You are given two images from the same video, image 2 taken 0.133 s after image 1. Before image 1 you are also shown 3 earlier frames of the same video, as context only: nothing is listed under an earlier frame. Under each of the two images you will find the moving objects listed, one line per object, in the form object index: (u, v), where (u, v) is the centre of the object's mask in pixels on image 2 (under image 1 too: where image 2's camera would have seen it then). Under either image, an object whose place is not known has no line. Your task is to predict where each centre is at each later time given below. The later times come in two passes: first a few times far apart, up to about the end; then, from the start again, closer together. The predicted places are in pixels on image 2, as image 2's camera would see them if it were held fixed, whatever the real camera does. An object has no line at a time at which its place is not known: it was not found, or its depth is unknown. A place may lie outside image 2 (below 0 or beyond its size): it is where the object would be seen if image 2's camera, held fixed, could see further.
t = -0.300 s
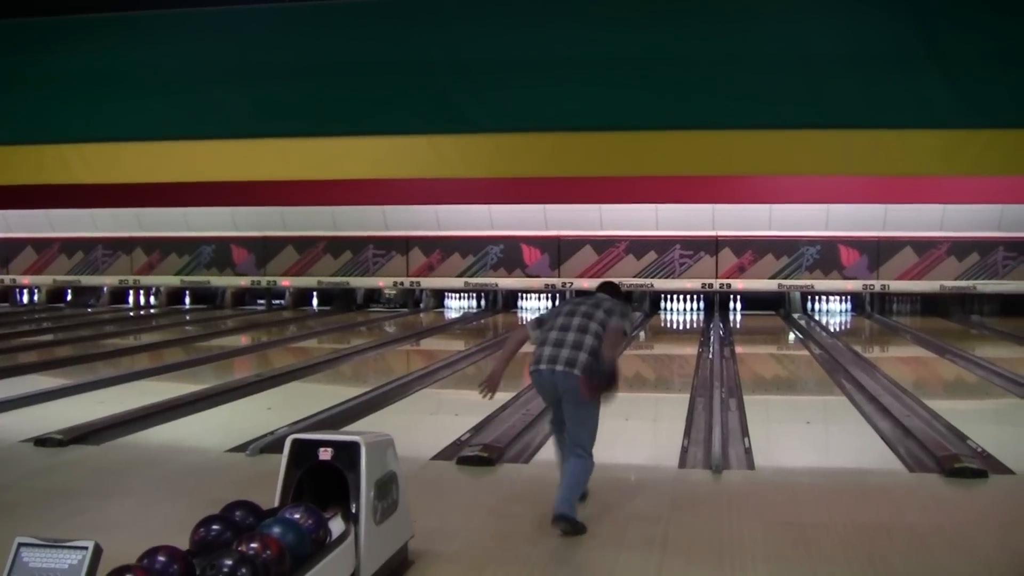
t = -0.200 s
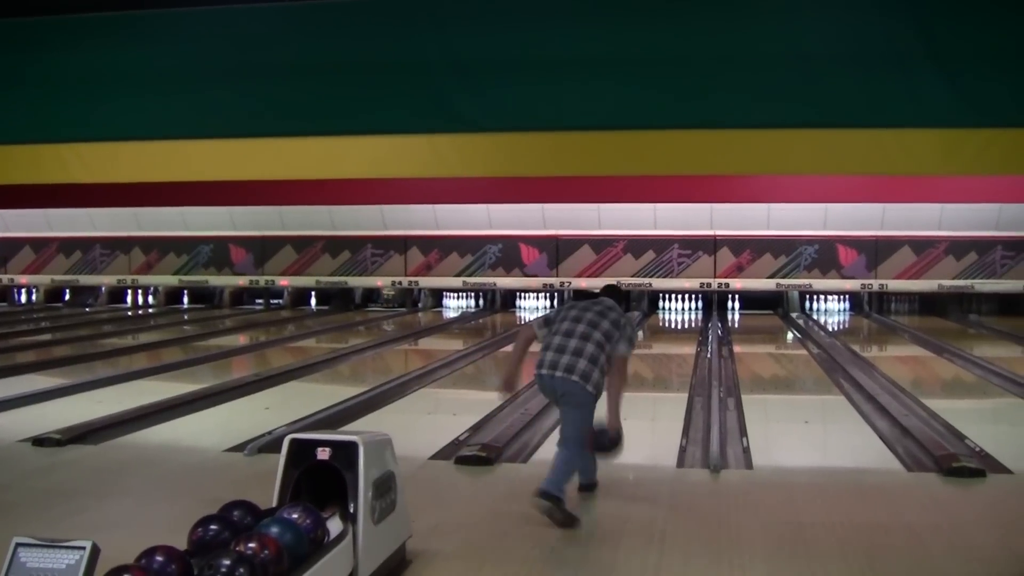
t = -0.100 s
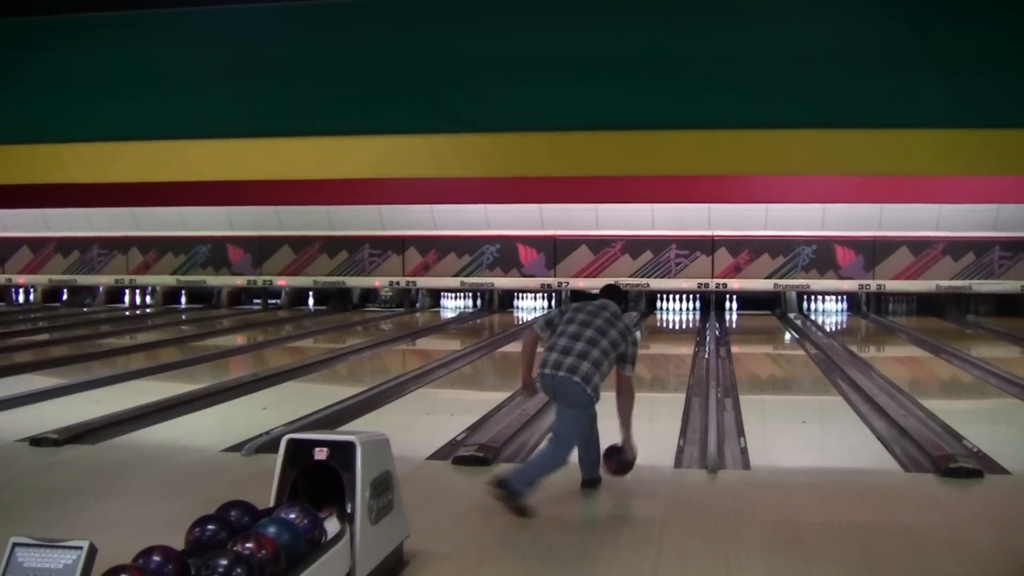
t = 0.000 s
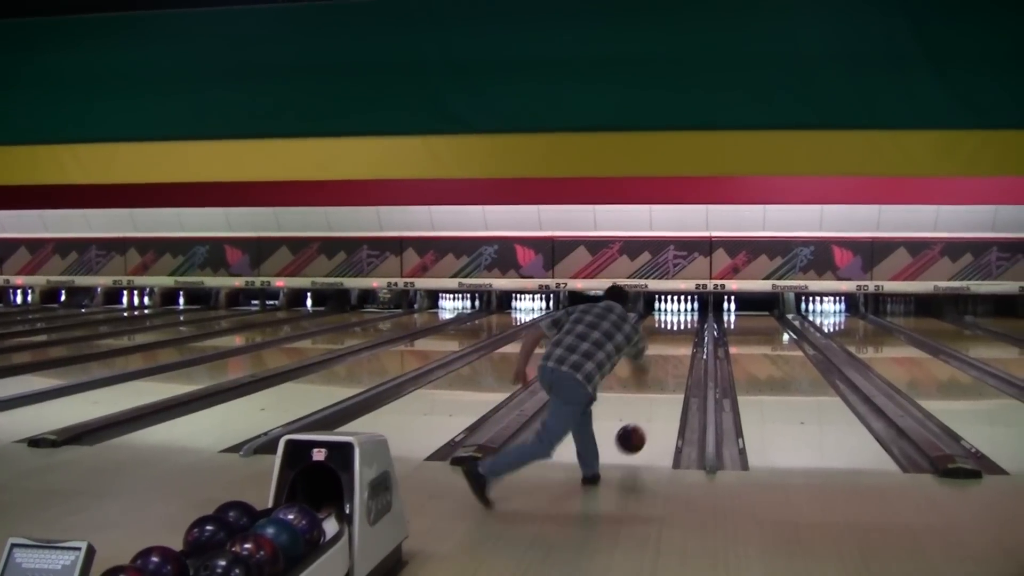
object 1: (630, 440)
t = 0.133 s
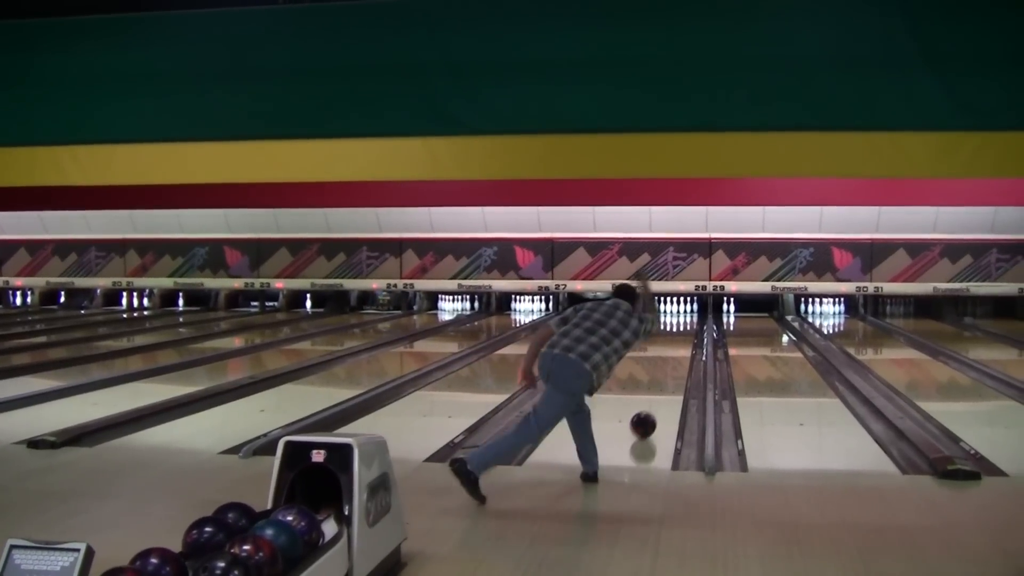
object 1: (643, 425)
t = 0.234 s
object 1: (651, 410)
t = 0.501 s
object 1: (666, 381)
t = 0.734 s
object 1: (674, 362)
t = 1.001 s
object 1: (677, 348)
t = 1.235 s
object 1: (679, 338)
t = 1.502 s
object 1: (679, 329)
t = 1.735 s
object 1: (677, 322)
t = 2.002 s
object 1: (672, 317)
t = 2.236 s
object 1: (667, 313)
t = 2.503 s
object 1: (665, 310)
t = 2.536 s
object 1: (663, 310)
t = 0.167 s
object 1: (646, 420)
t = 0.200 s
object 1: (648, 415)
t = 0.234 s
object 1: (651, 410)
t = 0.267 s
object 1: (653, 406)
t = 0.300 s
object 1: (656, 402)
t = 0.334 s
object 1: (657, 398)
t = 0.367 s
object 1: (659, 394)
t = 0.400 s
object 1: (662, 390)
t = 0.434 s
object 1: (663, 387)
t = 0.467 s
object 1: (664, 384)
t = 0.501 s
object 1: (666, 381)
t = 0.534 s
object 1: (667, 378)
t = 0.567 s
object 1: (669, 375)
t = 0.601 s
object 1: (670, 372)
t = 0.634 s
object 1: (671, 370)
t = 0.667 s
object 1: (672, 368)
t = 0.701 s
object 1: (673, 365)
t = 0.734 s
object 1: (674, 362)
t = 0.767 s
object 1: (675, 361)
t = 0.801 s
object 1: (676, 358)
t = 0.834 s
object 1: (676, 356)
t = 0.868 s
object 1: (677, 355)
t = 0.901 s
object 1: (677, 353)
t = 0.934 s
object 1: (677, 351)
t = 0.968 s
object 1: (677, 349)
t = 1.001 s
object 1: (677, 348)
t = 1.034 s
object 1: (678, 346)
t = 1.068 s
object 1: (678, 345)
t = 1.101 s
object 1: (678, 343)
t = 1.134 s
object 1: (678, 341)
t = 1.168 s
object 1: (679, 340)
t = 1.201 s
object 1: (678, 339)
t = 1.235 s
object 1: (679, 338)
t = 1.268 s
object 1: (679, 337)
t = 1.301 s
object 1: (679, 335)
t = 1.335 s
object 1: (679, 334)
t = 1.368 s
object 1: (679, 333)
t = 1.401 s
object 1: (679, 333)
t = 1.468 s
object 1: (679, 330)
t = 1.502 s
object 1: (679, 329)
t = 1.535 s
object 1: (680, 327)
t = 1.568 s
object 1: (680, 327)
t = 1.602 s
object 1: (680, 325)
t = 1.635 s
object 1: (680, 325)
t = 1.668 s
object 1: (680, 324)
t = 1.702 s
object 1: (680, 323)
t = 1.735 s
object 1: (677, 322)
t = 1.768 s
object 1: (677, 321)
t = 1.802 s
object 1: (675, 320)
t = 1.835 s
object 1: (675, 320)
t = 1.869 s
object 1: (674, 320)
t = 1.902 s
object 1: (674, 319)
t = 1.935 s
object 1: (673, 318)
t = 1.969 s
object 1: (672, 318)
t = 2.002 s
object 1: (672, 317)
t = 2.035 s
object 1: (671, 316)
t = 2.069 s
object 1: (671, 316)
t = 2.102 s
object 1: (670, 315)
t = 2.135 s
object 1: (669, 314)
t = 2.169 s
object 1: (668, 314)
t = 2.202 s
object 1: (667, 313)
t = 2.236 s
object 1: (667, 313)
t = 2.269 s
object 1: (666, 312)
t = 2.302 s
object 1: (666, 311)
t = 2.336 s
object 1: (666, 311)
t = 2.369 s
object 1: (665, 311)
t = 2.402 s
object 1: (665, 310)
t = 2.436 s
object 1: (665, 310)
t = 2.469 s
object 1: (666, 310)
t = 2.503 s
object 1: (665, 310)
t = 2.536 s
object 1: (663, 310)
